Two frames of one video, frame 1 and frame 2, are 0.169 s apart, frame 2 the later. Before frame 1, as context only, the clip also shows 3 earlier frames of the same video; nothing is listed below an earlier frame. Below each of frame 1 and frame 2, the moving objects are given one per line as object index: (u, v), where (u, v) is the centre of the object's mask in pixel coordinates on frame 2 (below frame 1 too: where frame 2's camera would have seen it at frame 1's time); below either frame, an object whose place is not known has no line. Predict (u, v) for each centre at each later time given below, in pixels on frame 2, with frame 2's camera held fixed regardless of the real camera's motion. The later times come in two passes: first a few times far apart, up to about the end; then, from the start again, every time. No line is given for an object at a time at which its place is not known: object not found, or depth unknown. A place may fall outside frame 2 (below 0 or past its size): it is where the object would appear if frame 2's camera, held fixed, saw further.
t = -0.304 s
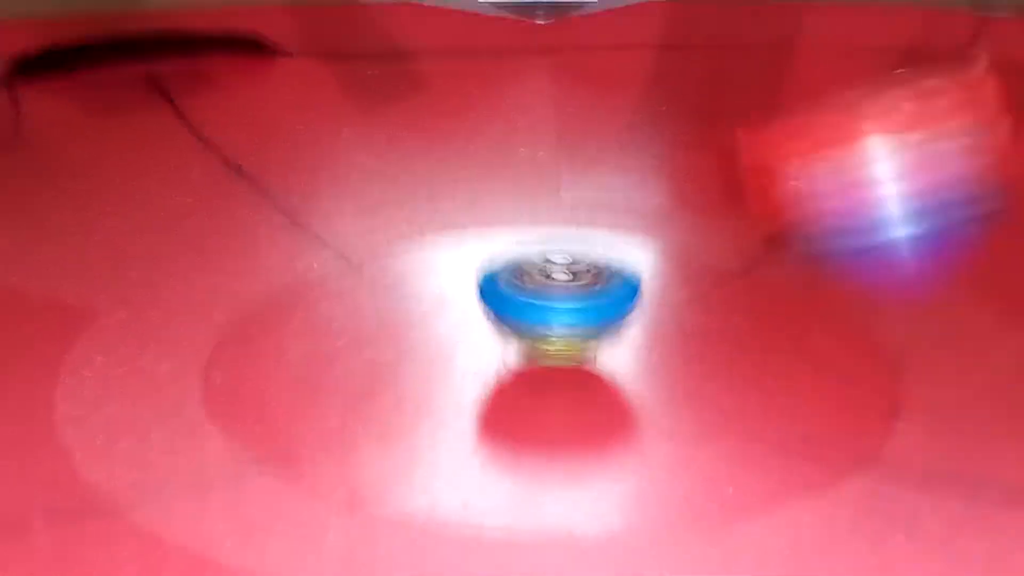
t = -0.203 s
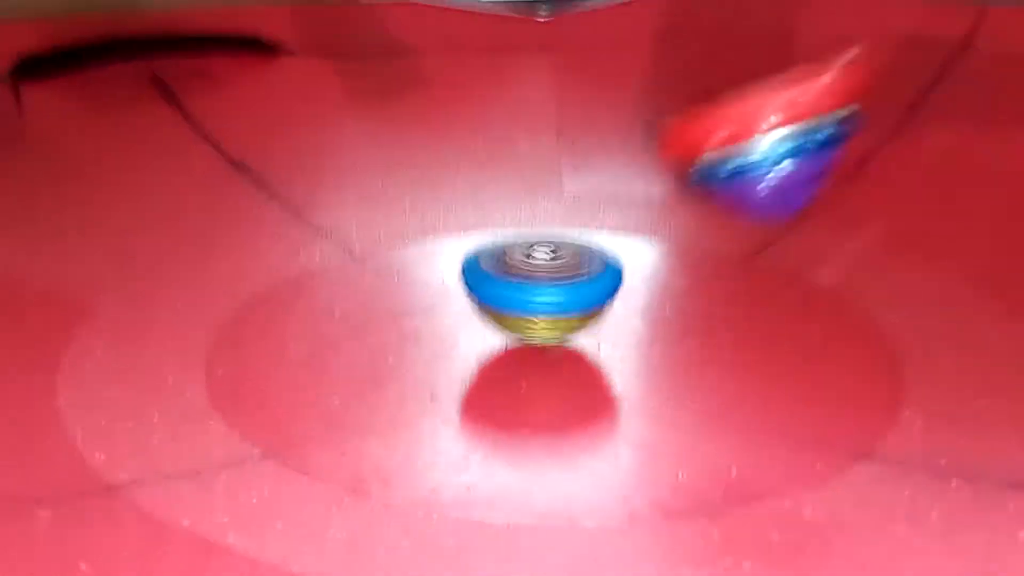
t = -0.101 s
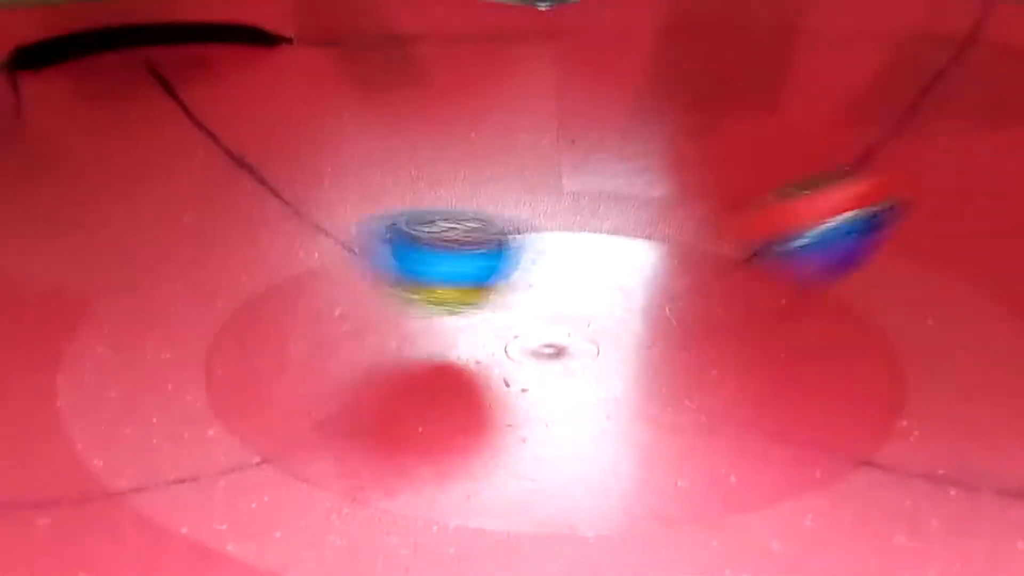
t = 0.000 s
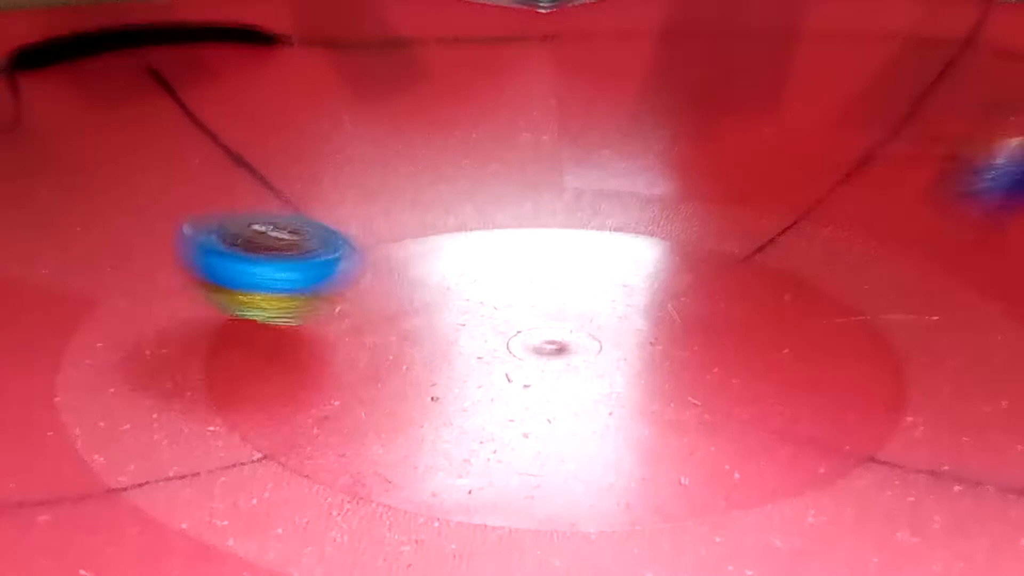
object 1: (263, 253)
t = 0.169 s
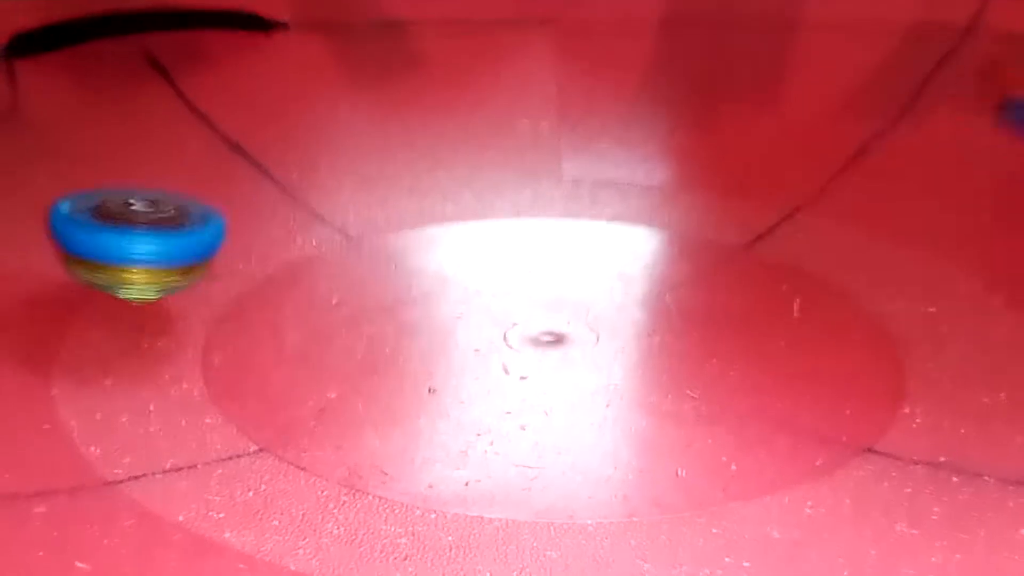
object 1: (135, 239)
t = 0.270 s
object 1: (176, 257)
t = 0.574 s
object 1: (331, 340)
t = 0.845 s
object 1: (377, 360)
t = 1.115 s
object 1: (438, 293)
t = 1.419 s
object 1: (438, 255)
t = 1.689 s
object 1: (455, 237)
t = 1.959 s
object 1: (484, 244)
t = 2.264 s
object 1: (553, 266)
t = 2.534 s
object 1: (517, 275)
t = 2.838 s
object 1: (477, 251)
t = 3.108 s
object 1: (490, 244)
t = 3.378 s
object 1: (514, 247)
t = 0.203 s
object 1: (139, 245)
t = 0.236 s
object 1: (155, 250)
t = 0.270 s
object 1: (176, 257)
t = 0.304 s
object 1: (197, 267)
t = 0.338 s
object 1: (220, 275)
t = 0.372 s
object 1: (245, 284)
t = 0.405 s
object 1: (266, 291)
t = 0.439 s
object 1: (287, 299)
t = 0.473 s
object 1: (306, 304)
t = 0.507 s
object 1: (319, 308)
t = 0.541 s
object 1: (326, 323)
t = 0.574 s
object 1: (331, 340)
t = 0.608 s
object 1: (335, 354)
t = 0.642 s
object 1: (338, 365)
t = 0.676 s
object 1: (341, 373)
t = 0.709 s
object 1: (346, 377)
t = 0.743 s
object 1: (353, 378)
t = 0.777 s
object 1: (360, 375)
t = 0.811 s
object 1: (366, 369)
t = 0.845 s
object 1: (377, 360)
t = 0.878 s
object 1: (393, 351)
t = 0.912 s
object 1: (406, 341)
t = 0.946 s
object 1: (415, 332)
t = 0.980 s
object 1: (422, 323)
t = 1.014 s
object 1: (428, 315)
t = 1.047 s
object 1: (433, 307)
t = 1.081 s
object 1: (435, 300)
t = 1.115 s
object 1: (438, 293)
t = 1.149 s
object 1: (439, 288)
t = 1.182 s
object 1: (440, 282)
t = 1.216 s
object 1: (439, 278)
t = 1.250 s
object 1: (439, 273)
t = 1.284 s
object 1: (438, 269)
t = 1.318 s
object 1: (438, 265)
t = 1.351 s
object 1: (437, 262)
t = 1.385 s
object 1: (437, 258)
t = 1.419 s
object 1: (438, 255)
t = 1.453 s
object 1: (439, 252)
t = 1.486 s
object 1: (441, 249)
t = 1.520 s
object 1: (444, 246)
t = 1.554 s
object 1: (447, 244)
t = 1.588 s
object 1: (450, 241)
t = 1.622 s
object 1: (454, 239)
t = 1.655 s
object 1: (458, 237)
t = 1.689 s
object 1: (455, 237)
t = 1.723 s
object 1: (453, 237)
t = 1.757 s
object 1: (452, 238)
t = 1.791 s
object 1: (454, 238)
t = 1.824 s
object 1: (458, 239)
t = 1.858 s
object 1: (463, 240)
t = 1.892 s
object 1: (470, 241)
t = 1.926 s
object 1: (477, 242)
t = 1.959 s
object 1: (484, 244)
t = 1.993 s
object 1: (493, 245)
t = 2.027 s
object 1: (501, 247)
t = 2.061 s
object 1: (510, 249)
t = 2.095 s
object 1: (519, 251)
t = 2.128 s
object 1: (526, 254)
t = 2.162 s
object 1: (534, 256)
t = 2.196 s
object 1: (541, 259)
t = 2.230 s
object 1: (547, 262)
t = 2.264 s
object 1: (553, 266)
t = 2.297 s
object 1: (558, 270)
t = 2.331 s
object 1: (563, 276)
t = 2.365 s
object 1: (561, 282)
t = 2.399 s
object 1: (552, 285)
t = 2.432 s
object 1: (541, 284)
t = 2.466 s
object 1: (531, 282)
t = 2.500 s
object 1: (523, 279)
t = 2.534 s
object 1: (517, 275)
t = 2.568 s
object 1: (513, 272)
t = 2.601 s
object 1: (508, 269)
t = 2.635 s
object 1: (503, 266)
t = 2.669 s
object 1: (497, 262)
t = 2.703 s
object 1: (492, 260)
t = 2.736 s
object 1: (487, 257)
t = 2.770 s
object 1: (482, 255)
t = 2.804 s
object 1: (479, 253)
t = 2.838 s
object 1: (477, 251)
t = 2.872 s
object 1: (477, 250)
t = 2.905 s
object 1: (476, 248)
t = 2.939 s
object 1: (478, 247)
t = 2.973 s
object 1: (480, 246)
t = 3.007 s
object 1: (482, 245)
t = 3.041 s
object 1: (485, 244)
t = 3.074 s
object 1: (487, 243)
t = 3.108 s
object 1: (490, 244)
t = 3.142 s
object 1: (495, 244)
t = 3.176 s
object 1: (498, 244)
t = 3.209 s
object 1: (503, 247)
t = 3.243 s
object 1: (506, 244)
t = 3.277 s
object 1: (508, 242)
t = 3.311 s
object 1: (510, 250)
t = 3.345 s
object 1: (513, 247)
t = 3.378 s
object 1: (514, 247)
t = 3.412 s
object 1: (514, 248)
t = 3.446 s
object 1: (514, 250)
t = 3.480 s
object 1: (515, 251)
